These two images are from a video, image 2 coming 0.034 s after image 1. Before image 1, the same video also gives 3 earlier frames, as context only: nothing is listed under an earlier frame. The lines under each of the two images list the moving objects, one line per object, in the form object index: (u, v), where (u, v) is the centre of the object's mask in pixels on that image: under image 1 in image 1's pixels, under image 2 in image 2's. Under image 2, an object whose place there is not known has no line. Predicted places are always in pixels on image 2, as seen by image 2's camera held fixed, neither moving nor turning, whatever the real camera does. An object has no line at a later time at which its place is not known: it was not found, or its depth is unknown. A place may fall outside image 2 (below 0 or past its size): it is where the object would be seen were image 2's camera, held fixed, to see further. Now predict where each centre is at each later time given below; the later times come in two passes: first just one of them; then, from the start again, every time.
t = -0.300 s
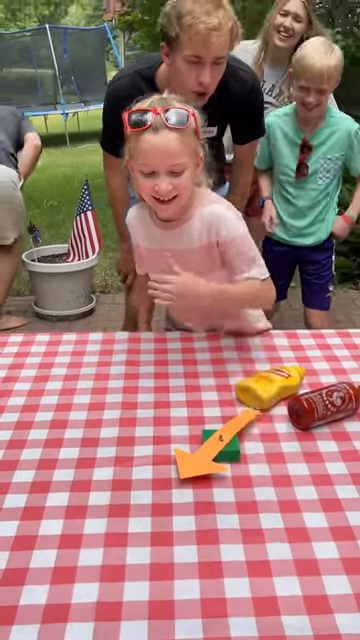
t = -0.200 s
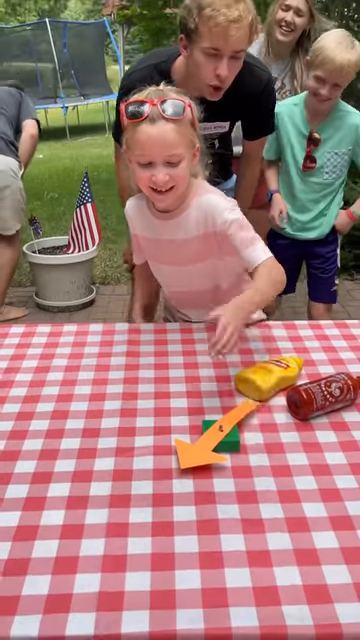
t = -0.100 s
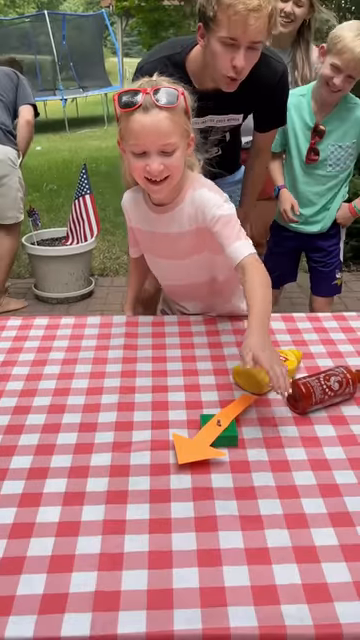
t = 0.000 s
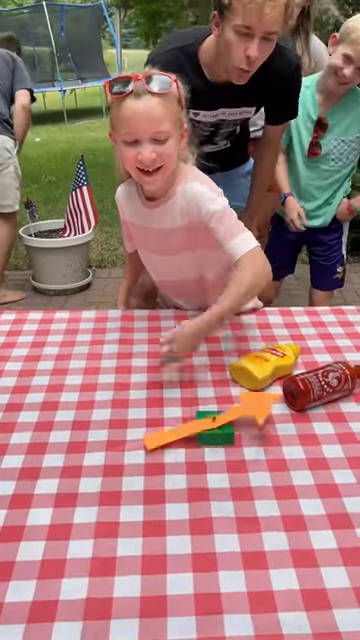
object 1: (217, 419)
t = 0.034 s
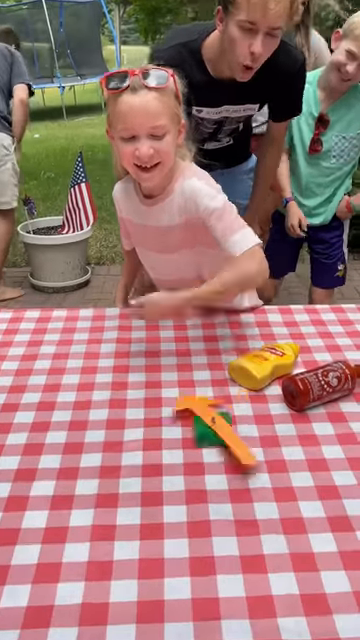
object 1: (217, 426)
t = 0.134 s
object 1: (213, 426)
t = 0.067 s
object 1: (200, 423)
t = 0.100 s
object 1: (215, 429)
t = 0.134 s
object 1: (213, 426)
